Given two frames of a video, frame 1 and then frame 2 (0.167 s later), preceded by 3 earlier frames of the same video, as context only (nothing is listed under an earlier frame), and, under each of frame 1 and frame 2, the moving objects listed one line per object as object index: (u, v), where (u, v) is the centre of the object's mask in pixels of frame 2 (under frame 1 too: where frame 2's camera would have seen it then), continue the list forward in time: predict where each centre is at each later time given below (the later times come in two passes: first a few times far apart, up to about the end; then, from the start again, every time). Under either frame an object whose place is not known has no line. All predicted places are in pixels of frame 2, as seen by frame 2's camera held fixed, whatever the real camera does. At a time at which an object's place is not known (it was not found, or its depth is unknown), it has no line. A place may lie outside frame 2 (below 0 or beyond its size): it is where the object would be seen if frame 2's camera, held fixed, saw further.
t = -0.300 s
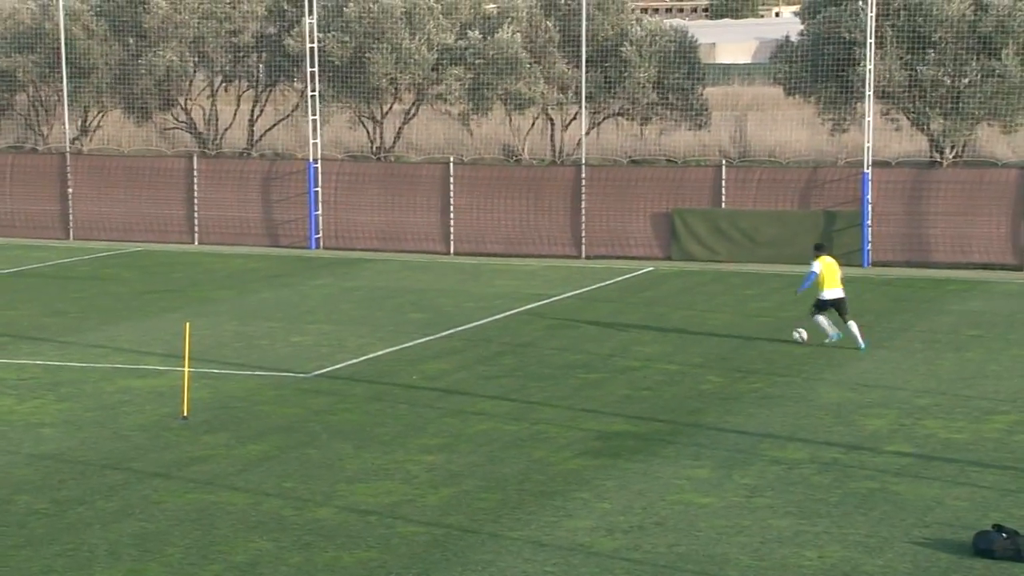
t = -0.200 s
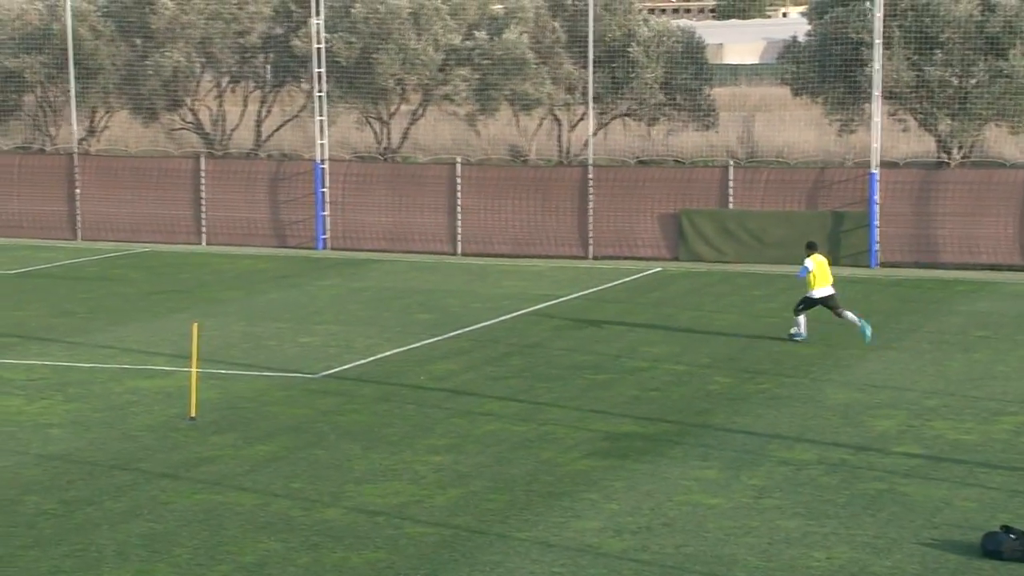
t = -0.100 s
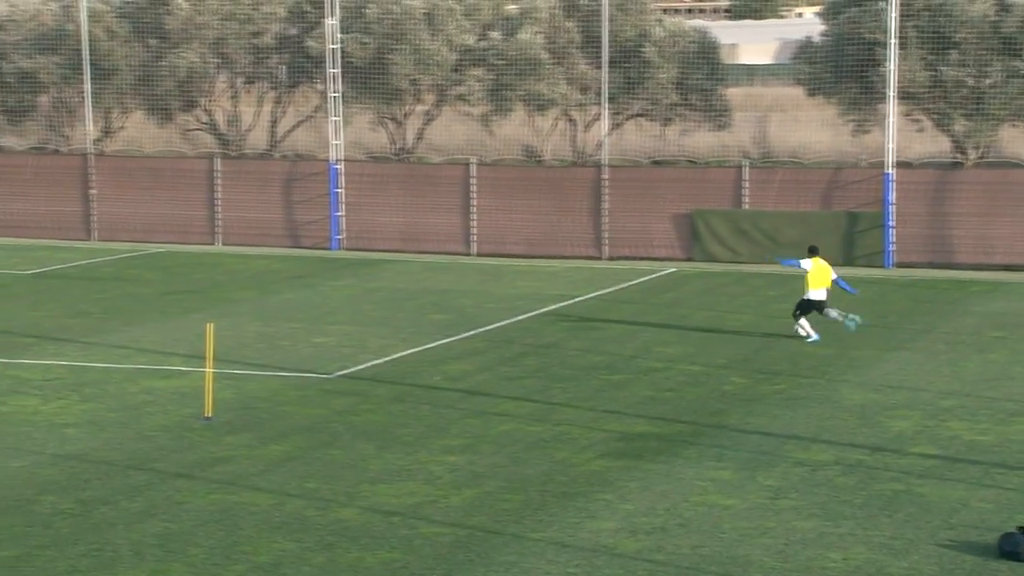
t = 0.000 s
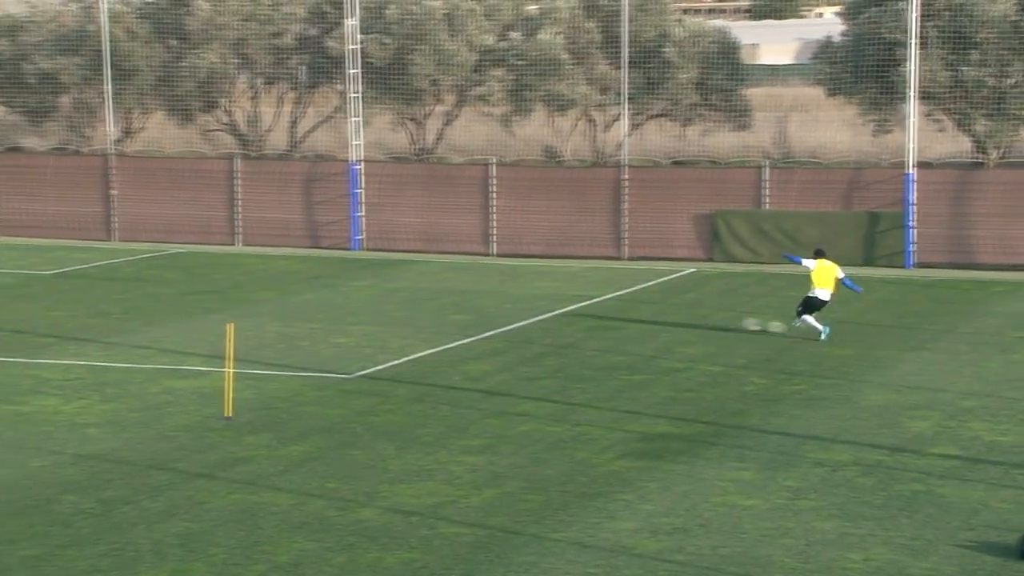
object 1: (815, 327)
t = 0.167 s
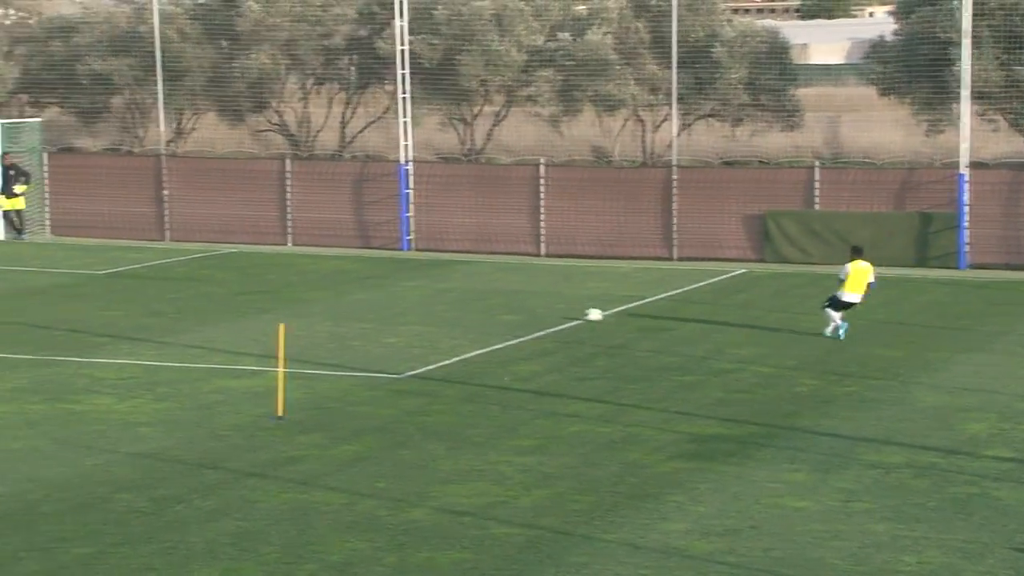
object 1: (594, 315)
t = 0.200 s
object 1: (558, 312)
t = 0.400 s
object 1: (354, 300)
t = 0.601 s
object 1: (186, 292)
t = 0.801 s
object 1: (46, 285)
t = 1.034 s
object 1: (-88, 277)
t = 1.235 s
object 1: (-186, 269)
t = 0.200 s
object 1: (558, 312)
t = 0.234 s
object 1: (523, 310)
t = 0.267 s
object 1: (484, 308)
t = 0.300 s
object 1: (448, 306)
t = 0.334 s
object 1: (417, 305)
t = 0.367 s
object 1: (384, 302)
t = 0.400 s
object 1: (354, 300)
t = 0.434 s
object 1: (325, 299)
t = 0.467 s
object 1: (293, 298)
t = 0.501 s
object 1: (267, 296)
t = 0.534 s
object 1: (241, 294)
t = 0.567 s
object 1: (212, 293)
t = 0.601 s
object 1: (186, 292)
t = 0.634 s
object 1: (163, 291)
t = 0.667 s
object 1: (136, 290)
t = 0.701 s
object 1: (114, 288)
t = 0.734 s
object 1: (92, 287)
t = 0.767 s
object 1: (67, 286)
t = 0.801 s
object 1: (46, 285)
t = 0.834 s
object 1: (27, 284)
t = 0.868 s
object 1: (4, 282)
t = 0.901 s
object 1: (-15, 281)
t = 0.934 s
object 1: (-33, 280)
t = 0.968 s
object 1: (-54, 280)
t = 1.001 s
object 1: (-71, 278)
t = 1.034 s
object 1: (-88, 277)
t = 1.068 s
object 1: (-107, 276)
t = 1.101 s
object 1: (-122, 276)
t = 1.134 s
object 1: (-139, 275)
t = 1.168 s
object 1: (-156, 272)
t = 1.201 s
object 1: (-171, 270)
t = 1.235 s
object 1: (-186, 269)
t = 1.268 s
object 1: (-201, 269)
